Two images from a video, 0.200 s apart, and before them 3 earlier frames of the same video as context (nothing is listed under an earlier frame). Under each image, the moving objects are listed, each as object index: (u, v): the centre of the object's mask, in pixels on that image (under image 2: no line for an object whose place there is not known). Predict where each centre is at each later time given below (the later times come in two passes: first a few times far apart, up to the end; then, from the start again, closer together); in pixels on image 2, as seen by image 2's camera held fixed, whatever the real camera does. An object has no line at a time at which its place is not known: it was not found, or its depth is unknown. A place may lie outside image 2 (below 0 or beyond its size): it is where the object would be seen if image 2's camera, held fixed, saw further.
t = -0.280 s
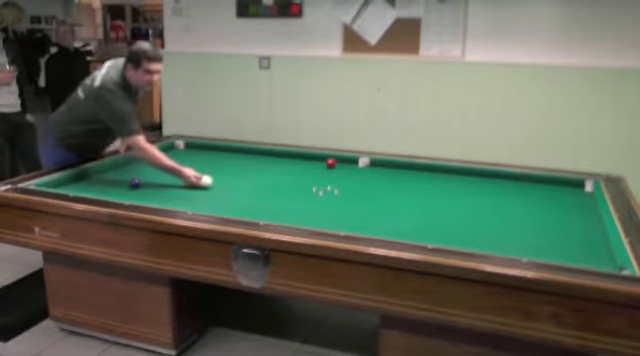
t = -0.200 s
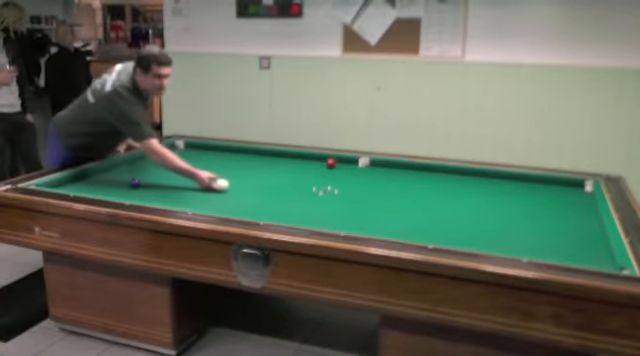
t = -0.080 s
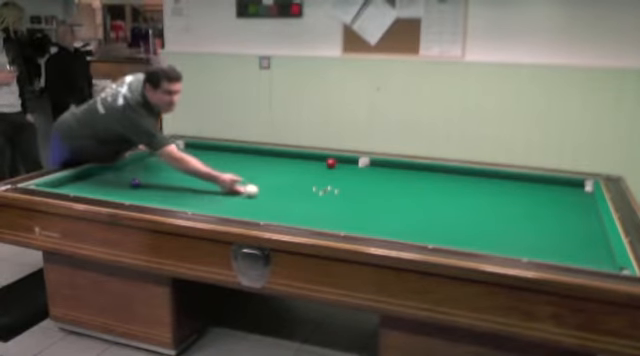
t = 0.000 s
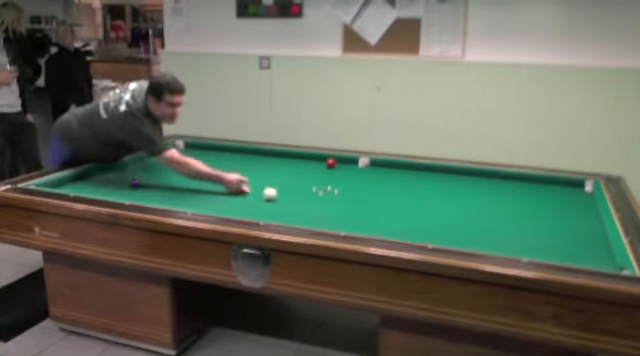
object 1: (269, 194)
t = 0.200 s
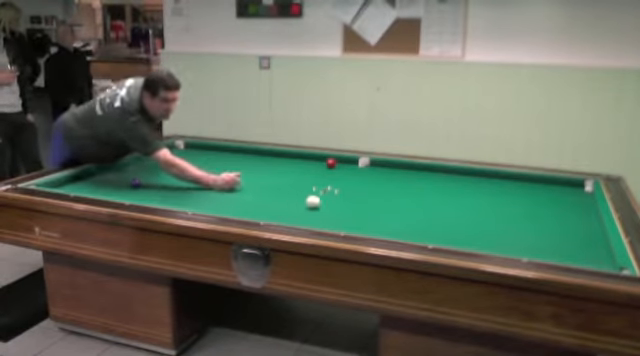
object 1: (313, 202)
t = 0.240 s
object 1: (321, 204)
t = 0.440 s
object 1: (368, 212)
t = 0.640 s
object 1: (419, 221)
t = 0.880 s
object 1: (483, 233)
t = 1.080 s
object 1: (539, 244)
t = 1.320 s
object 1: (603, 257)
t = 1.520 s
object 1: (560, 252)
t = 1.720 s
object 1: (524, 248)
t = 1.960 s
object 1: (480, 244)
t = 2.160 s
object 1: (445, 240)
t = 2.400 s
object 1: (403, 235)
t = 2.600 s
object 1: (372, 232)
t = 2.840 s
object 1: (338, 226)
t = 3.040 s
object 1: (312, 222)
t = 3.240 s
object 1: (287, 218)
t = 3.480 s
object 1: (259, 215)
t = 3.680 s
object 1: (237, 210)
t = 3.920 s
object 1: (213, 206)
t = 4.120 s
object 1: (194, 202)
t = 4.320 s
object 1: (176, 200)
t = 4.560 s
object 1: (156, 196)
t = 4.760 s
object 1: (141, 194)
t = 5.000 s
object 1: (124, 191)
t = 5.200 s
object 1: (110, 189)
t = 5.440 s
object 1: (94, 185)
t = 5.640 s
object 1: (82, 184)
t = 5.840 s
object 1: (71, 180)
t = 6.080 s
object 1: (74, 180)
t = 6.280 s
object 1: (82, 181)
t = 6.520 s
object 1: (90, 181)
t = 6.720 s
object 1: (97, 182)
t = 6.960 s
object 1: (106, 183)
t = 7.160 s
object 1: (113, 184)
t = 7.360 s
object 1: (119, 184)
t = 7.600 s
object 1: (127, 185)
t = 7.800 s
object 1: (133, 185)
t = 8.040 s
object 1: (140, 186)
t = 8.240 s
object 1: (144, 186)
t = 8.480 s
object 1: (150, 187)
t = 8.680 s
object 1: (154, 188)
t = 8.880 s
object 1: (159, 188)
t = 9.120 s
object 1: (164, 189)
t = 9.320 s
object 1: (168, 189)
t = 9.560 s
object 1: (171, 190)
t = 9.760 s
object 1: (175, 190)
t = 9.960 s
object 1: (177, 190)
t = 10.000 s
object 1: (178, 190)
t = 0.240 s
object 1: (321, 204)
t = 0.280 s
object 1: (331, 205)
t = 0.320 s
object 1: (340, 207)
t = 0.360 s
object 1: (349, 209)
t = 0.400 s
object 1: (359, 210)
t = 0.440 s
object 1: (368, 212)
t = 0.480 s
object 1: (378, 214)
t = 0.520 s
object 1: (388, 216)
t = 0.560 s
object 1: (398, 218)
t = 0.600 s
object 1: (408, 219)
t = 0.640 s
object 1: (419, 221)
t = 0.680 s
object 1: (429, 223)
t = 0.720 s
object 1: (439, 225)
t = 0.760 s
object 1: (450, 227)
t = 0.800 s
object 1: (461, 229)
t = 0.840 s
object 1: (472, 231)
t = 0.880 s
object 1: (483, 233)
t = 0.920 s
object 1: (494, 236)
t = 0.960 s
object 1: (505, 238)
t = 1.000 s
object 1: (516, 240)
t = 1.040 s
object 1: (527, 242)
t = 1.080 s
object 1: (539, 244)
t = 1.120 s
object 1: (551, 247)
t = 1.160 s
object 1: (563, 249)
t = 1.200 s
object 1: (575, 251)
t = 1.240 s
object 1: (587, 254)
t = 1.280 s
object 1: (599, 256)
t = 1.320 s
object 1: (603, 257)
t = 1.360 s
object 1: (594, 256)
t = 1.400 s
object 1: (585, 255)
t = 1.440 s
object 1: (576, 254)
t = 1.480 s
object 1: (568, 253)
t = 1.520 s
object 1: (560, 252)
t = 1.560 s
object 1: (553, 251)
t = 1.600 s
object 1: (546, 250)
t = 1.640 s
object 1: (538, 249)
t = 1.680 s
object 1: (531, 249)
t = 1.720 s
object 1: (524, 248)
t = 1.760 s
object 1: (516, 248)
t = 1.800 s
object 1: (509, 247)
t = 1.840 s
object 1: (502, 246)
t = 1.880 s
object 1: (495, 246)
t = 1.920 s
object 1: (488, 245)
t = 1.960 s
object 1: (480, 244)
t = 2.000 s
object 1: (473, 243)
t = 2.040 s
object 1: (466, 242)
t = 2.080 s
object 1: (459, 242)
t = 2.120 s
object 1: (452, 241)
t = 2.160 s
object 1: (445, 240)
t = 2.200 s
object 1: (438, 240)
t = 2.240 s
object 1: (431, 239)
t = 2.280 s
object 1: (424, 238)
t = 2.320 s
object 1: (416, 237)
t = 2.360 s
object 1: (410, 236)
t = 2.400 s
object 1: (403, 235)
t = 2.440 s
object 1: (396, 235)
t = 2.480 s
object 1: (390, 234)
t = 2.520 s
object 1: (384, 233)
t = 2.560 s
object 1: (378, 232)
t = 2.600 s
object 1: (372, 232)
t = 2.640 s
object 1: (366, 231)
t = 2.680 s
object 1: (360, 230)
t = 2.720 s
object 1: (355, 229)
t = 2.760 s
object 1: (349, 228)
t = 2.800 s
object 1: (344, 227)
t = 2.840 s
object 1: (338, 226)
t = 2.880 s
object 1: (333, 225)
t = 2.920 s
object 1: (328, 224)
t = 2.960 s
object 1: (322, 224)
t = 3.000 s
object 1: (317, 223)
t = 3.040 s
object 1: (312, 222)
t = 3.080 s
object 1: (307, 221)
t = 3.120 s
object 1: (302, 221)
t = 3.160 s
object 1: (297, 220)
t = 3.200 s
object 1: (291, 219)
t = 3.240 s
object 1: (287, 218)
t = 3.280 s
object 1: (282, 218)
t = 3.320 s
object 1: (277, 217)
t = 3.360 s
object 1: (273, 217)
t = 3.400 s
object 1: (268, 216)
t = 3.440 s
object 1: (263, 215)
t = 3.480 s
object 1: (259, 215)
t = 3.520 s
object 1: (255, 214)
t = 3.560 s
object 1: (250, 213)
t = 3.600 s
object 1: (246, 212)
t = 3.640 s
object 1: (241, 211)
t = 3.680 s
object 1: (237, 210)
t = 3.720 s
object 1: (233, 209)
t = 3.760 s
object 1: (229, 208)
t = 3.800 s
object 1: (225, 208)
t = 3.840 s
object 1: (220, 207)
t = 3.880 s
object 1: (217, 206)
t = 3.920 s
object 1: (213, 206)
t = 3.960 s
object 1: (209, 205)
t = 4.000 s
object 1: (205, 204)
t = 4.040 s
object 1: (201, 203)
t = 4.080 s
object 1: (198, 203)
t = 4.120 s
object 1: (194, 202)
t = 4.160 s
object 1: (190, 202)
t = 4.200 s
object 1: (187, 201)
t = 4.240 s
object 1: (183, 201)
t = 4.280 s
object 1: (179, 200)
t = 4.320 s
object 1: (176, 200)
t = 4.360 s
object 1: (173, 199)
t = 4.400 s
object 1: (169, 199)
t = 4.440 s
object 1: (167, 198)
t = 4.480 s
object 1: (163, 198)
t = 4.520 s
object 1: (159, 197)
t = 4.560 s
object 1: (156, 196)
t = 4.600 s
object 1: (153, 196)
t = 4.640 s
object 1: (150, 195)
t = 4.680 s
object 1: (147, 195)
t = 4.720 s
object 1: (144, 194)
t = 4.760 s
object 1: (141, 194)
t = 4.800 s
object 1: (137, 193)
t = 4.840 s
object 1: (135, 193)
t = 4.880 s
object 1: (132, 193)
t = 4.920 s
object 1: (129, 192)
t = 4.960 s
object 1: (126, 192)
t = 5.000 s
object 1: (124, 191)
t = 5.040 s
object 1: (121, 191)
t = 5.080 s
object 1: (118, 190)
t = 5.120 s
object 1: (115, 190)
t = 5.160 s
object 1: (112, 189)
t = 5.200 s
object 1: (110, 189)
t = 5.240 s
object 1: (107, 188)
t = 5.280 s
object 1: (104, 188)
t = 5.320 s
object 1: (102, 187)
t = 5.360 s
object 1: (99, 187)
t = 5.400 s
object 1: (96, 186)
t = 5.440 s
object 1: (94, 185)
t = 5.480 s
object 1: (92, 185)
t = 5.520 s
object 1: (89, 185)
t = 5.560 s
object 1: (87, 184)
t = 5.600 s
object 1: (85, 184)
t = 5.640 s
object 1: (82, 184)
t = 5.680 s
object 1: (80, 183)
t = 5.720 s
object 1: (78, 183)
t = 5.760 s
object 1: (76, 182)
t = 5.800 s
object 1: (73, 181)
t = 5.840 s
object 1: (71, 180)
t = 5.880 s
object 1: (69, 180)
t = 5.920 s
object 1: (67, 180)
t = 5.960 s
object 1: (69, 180)
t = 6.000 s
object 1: (71, 180)
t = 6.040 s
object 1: (72, 180)
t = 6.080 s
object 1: (74, 180)
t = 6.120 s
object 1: (75, 180)
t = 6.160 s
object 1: (77, 180)
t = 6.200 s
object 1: (79, 181)
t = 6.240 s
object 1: (80, 181)
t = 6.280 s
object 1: (82, 181)
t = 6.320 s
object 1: (83, 181)
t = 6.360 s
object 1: (85, 181)
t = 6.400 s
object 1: (86, 181)
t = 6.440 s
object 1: (87, 181)
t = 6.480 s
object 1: (89, 181)
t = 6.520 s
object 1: (90, 181)
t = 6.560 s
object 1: (91, 182)
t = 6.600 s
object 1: (93, 182)
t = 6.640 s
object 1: (94, 182)
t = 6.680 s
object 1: (95, 182)
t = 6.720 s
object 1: (97, 182)
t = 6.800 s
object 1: (100, 182)
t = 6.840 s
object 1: (102, 183)
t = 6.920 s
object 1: (105, 183)
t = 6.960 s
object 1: (106, 183)
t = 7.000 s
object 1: (107, 183)
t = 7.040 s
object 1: (109, 183)
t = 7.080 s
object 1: (110, 183)
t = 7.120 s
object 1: (112, 183)
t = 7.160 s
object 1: (113, 184)
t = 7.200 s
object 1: (114, 184)
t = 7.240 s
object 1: (116, 184)
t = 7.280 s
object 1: (117, 184)
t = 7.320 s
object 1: (118, 184)
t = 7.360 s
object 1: (119, 184)
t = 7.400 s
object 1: (121, 184)
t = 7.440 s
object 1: (122, 184)
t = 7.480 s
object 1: (123, 184)
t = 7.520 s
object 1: (125, 184)
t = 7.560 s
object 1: (126, 185)
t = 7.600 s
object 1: (127, 185)
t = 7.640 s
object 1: (128, 185)
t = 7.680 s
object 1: (129, 185)
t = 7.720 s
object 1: (131, 185)
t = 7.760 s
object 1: (132, 185)
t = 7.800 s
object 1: (133, 185)
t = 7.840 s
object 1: (134, 185)
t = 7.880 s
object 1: (135, 185)
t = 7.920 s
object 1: (136, 185)
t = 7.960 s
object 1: (137, 185)
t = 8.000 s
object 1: (138, 186)
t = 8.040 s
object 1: (140, 186)
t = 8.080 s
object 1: (141, 186)
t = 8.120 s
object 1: (141, 186)
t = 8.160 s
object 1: (142, 186)
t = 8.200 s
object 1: (143, 186)
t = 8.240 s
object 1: (144, 186)
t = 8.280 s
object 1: (145, 186)
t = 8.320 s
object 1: (146, 186)
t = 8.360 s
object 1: (147, 187)
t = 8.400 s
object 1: (148, 187)
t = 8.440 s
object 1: (149, 187)
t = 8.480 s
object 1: (150, 187)
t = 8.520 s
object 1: (151, 187)
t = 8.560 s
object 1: (151, 187)
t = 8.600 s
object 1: (152, 187)
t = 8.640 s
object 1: (153, 187)
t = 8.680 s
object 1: (154, 188)
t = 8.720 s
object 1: (155, 188)
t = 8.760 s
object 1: (156, 188)
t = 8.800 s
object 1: (157, 188)
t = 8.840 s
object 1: (158, 188)
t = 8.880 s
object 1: (159, 188)
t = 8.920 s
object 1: (160, 188)
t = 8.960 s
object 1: (161, 188)
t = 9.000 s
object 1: (162, 188)
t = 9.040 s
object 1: (162, 189)
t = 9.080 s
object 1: (163, 189)
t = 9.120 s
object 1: (164, 189)
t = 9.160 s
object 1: (164, 189)
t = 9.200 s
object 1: (165, 189)
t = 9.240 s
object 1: (166, 189)
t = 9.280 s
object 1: (167, 189)
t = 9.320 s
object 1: (168, 189)
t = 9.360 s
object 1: (168, 189)
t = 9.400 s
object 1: (169, 189)
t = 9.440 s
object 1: (170, 189)
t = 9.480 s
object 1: (170, 189)
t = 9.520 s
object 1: (171, 189)
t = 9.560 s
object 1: (171, 190)
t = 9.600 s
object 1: (172, 189)
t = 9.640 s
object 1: (173, 190)
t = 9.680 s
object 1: (173, 190)
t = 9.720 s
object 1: (174, 190)
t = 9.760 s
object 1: (175, 190)
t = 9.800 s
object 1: (175, 190)
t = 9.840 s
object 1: (176, 190)
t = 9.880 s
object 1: (176, 190)
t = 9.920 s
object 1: (177, 190)
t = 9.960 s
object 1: (177, 190)
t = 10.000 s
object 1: (178, 190)
